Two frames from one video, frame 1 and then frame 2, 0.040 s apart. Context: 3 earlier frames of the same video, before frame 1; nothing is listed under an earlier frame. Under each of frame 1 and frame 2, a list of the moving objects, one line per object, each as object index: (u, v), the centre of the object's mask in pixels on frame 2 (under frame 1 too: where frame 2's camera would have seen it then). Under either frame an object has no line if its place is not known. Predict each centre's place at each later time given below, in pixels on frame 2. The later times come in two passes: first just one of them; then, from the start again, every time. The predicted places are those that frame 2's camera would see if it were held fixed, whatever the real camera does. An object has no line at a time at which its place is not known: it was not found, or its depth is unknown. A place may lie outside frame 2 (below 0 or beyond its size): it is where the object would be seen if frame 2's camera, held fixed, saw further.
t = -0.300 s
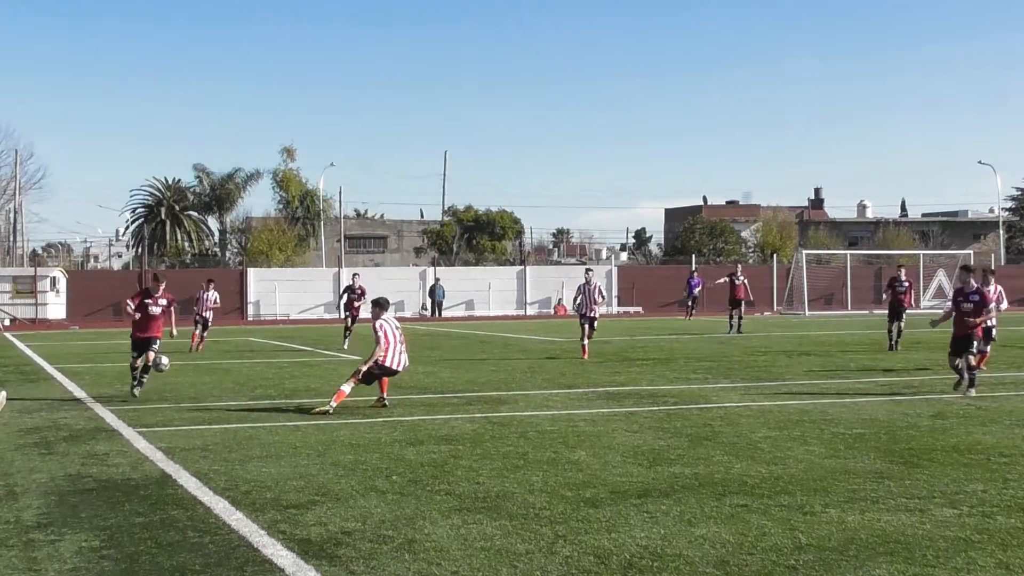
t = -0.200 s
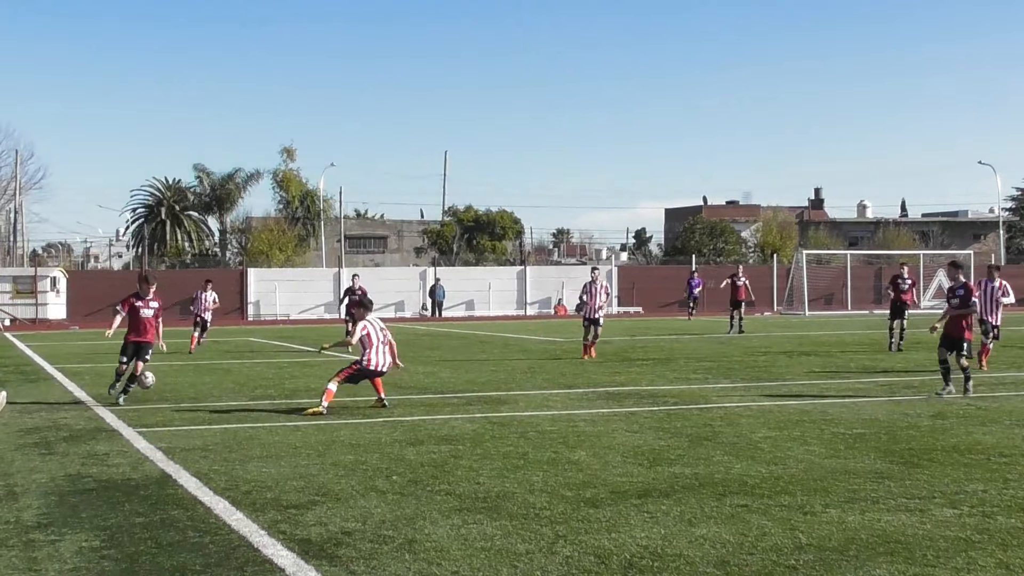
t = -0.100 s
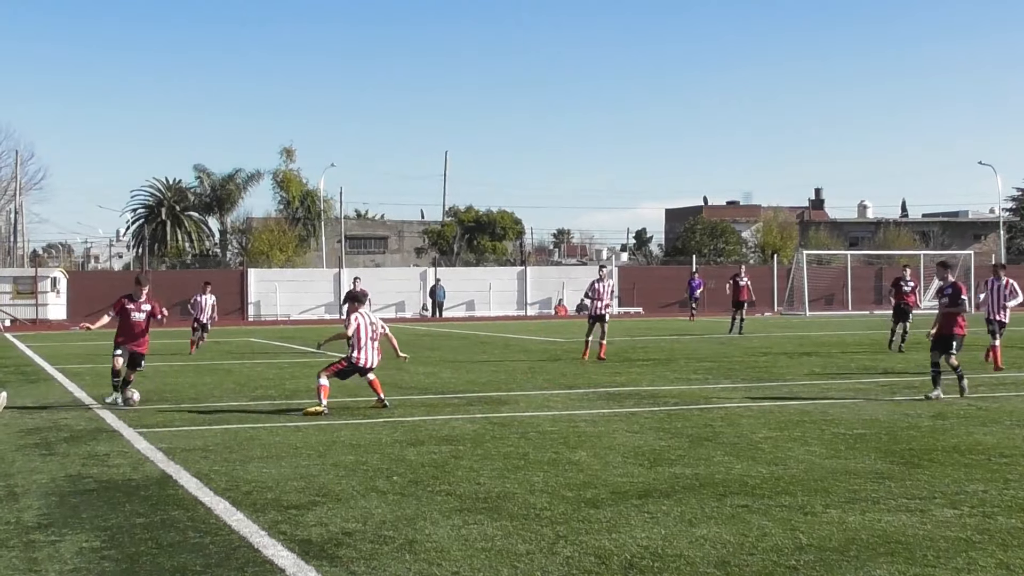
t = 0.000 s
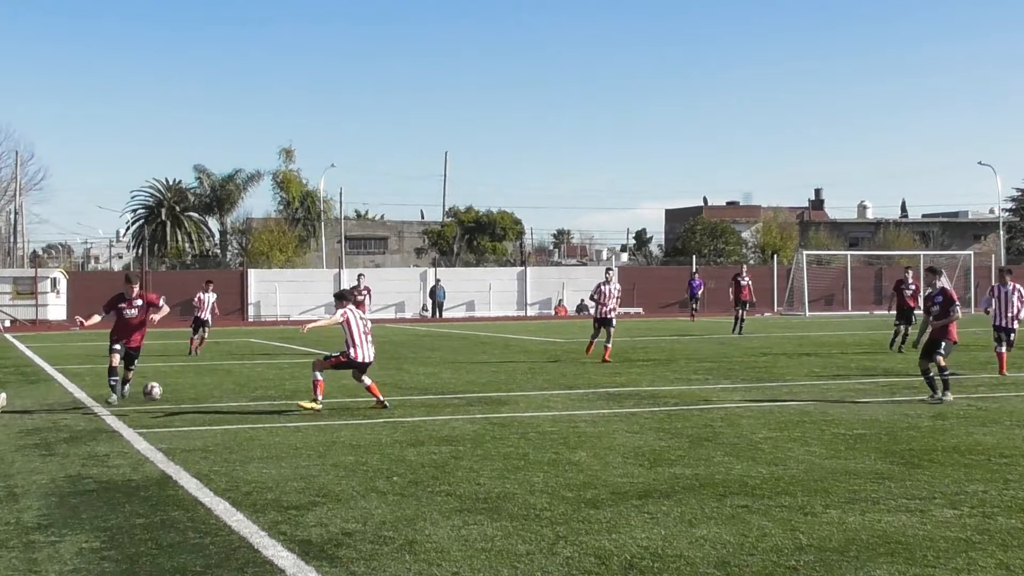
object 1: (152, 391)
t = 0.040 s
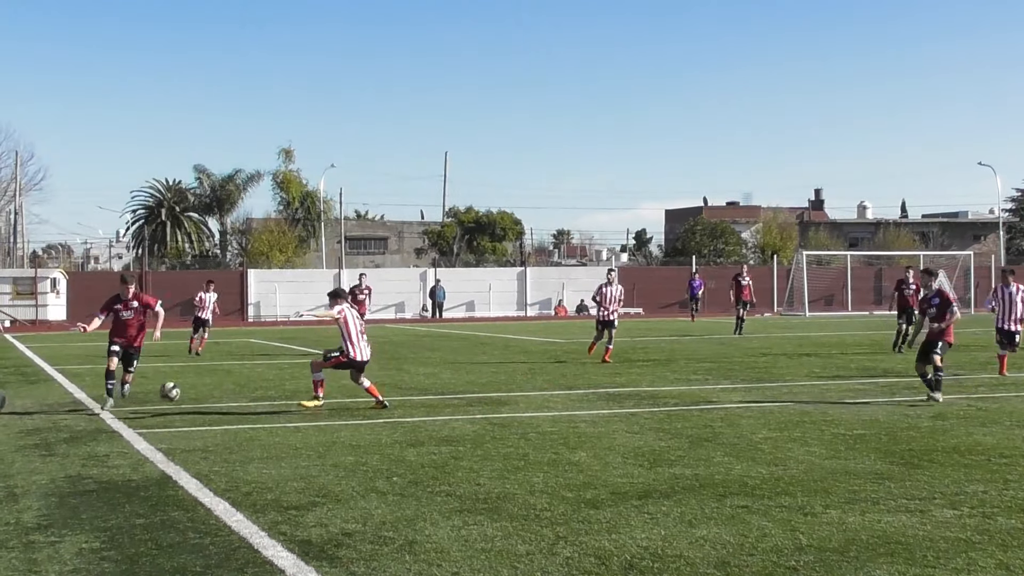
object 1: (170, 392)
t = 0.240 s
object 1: (273, 414)
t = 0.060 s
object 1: (179, 392)
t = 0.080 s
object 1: (188, 393)
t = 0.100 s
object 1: (198, 394)
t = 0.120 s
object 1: (208, 395)
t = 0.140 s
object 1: (218, 397)
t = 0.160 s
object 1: (228, 400)
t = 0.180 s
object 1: (238, 403)
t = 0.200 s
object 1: (250, 406)
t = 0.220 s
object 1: (261, 410)
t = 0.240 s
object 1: (273, 414)
